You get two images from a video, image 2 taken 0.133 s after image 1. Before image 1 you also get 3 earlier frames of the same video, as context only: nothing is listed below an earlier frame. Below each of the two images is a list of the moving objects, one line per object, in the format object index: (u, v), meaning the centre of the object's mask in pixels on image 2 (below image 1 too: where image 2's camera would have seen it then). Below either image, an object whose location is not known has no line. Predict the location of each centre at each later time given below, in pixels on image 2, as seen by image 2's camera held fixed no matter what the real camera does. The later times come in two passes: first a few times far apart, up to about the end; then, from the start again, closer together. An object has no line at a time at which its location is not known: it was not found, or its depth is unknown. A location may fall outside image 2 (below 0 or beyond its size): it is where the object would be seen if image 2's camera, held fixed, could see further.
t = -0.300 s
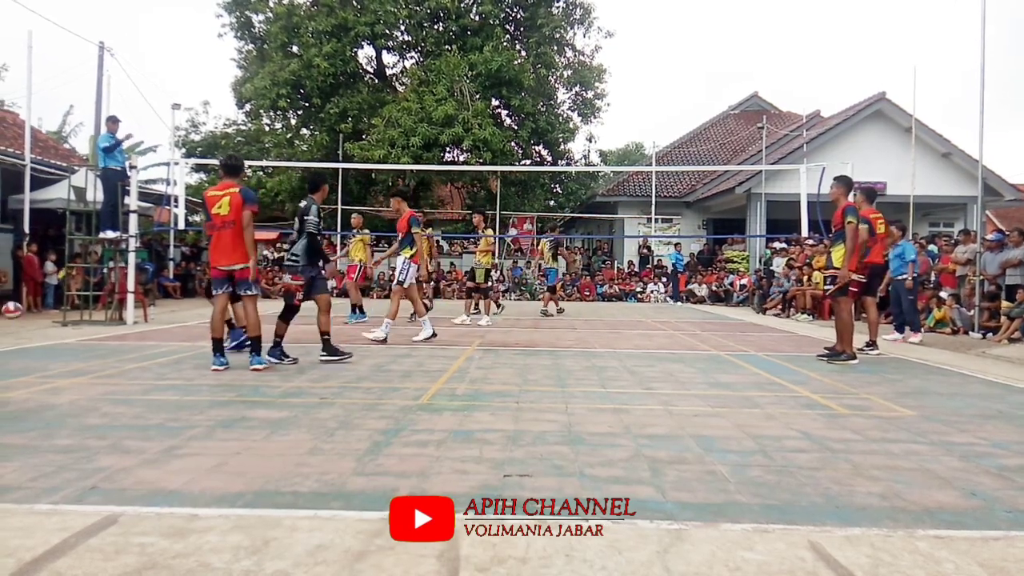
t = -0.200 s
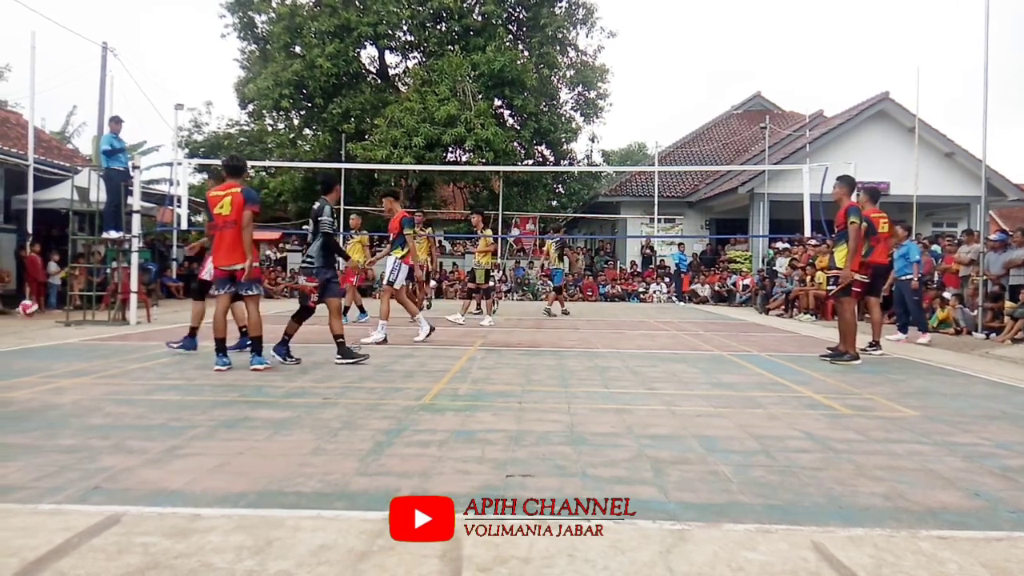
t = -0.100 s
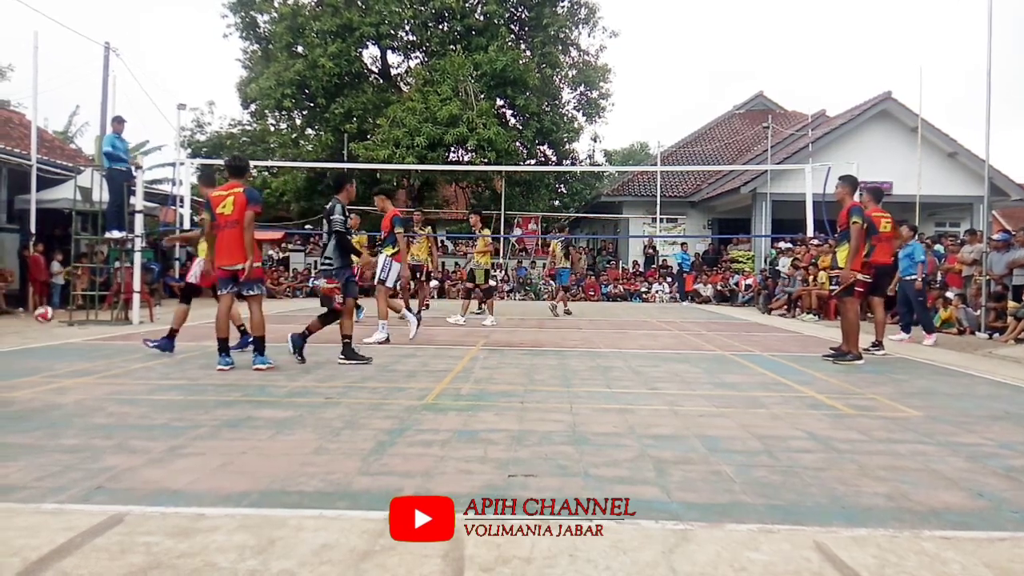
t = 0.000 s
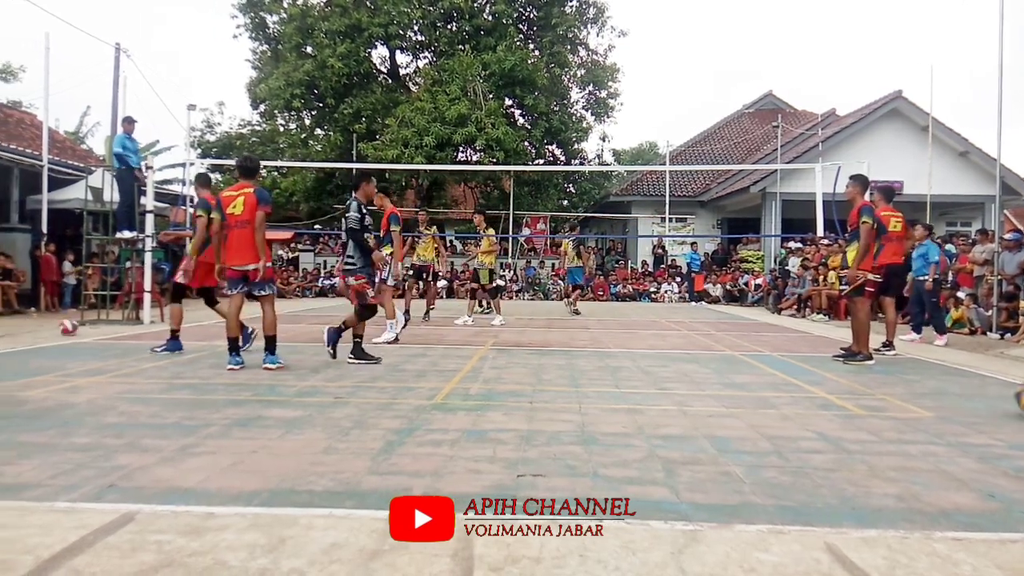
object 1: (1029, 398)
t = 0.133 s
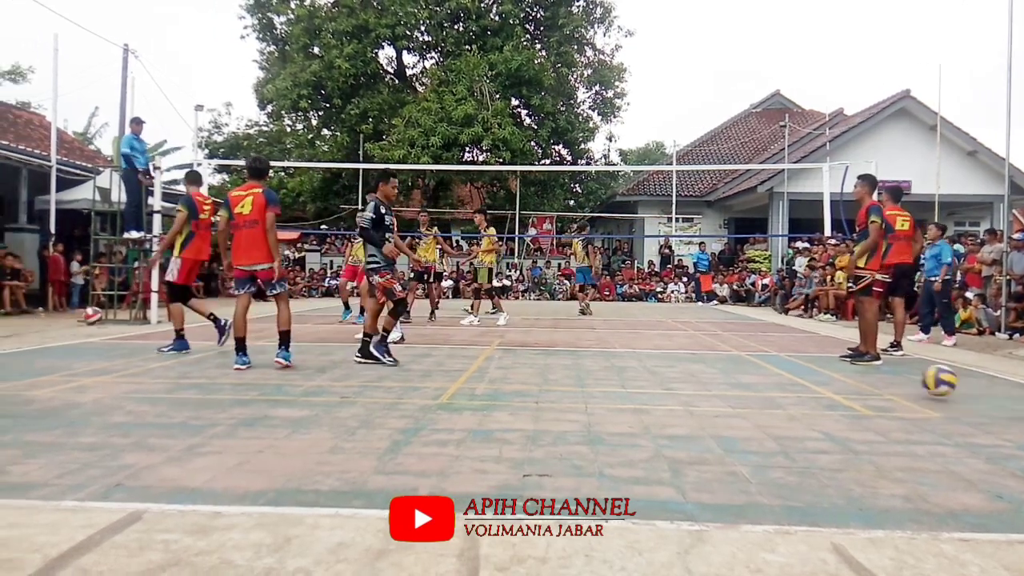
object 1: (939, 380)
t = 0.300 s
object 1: (839, 366)
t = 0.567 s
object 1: (725, 350)
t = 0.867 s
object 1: (637, 340)
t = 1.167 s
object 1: (575, 327)
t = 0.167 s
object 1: (916, 381)
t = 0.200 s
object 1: (894, 376)
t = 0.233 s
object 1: (876, 372)
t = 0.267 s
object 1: (856, 369)
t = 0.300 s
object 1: (839, 366)
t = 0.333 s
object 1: (822, 367)
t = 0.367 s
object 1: (805, 363)
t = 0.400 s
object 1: (790, 360)
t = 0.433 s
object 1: (777, 358)
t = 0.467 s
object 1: (762, 358)
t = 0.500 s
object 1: (749, 355)
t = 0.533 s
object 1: (736, 352)
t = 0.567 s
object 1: (725, 350)
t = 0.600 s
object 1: (713, 350)
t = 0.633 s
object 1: (702, 348)
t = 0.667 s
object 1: (691, 346)
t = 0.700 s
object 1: (682, 344)
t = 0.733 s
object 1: (672, 345)
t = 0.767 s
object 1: (663, 342)
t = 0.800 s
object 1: (654, 340)
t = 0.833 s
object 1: (645, 339)
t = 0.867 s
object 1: (637, 340)
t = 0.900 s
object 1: (630, 337)
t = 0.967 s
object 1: (615, 336)
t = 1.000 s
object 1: (607, 334)
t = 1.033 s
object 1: (601, 332)
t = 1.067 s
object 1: (594, 331)
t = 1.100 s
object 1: (587, 331)
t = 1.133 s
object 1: (582, 330)
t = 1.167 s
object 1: (575, 327)
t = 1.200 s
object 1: (570, 327)
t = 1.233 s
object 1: (564, 326)
